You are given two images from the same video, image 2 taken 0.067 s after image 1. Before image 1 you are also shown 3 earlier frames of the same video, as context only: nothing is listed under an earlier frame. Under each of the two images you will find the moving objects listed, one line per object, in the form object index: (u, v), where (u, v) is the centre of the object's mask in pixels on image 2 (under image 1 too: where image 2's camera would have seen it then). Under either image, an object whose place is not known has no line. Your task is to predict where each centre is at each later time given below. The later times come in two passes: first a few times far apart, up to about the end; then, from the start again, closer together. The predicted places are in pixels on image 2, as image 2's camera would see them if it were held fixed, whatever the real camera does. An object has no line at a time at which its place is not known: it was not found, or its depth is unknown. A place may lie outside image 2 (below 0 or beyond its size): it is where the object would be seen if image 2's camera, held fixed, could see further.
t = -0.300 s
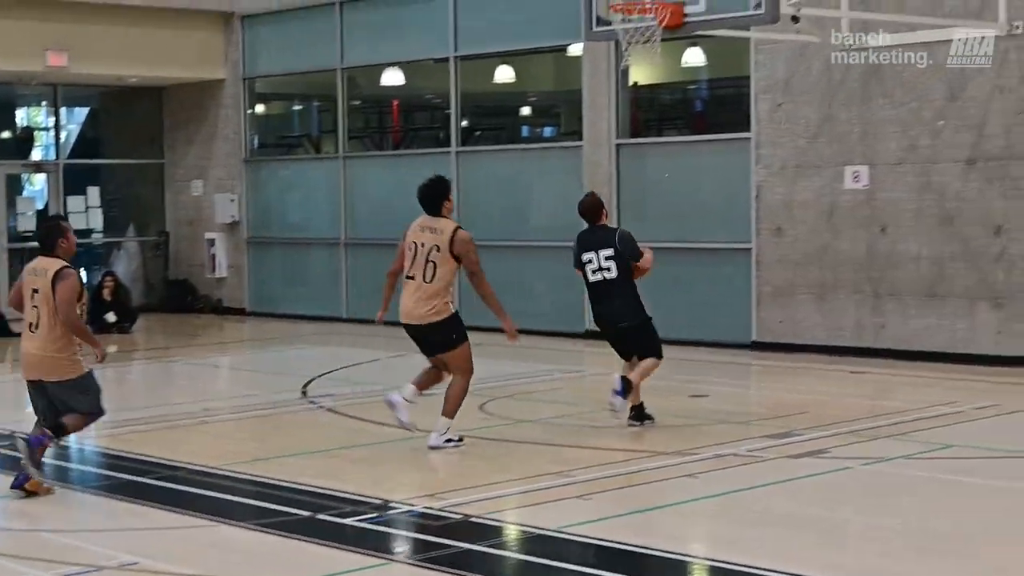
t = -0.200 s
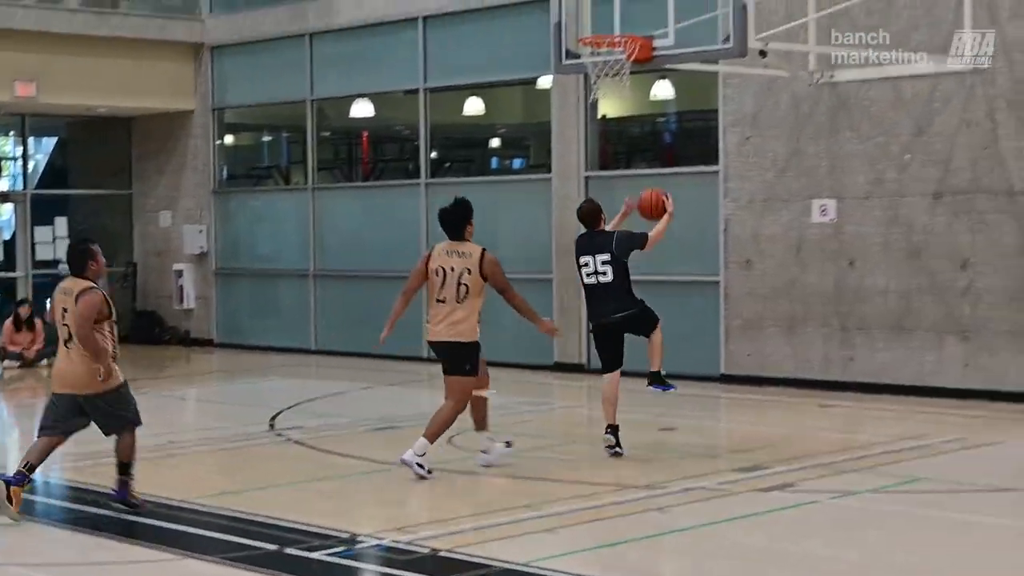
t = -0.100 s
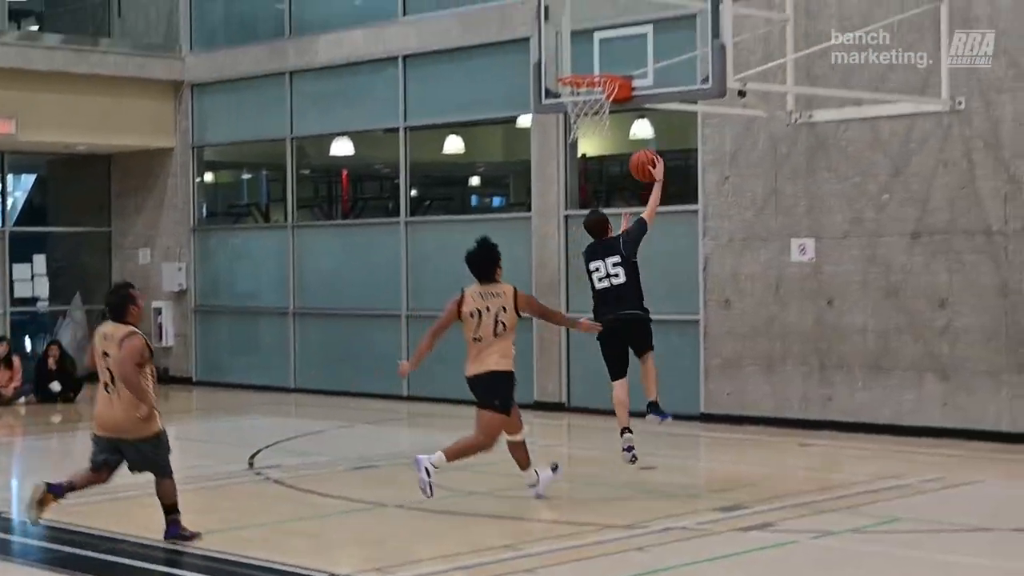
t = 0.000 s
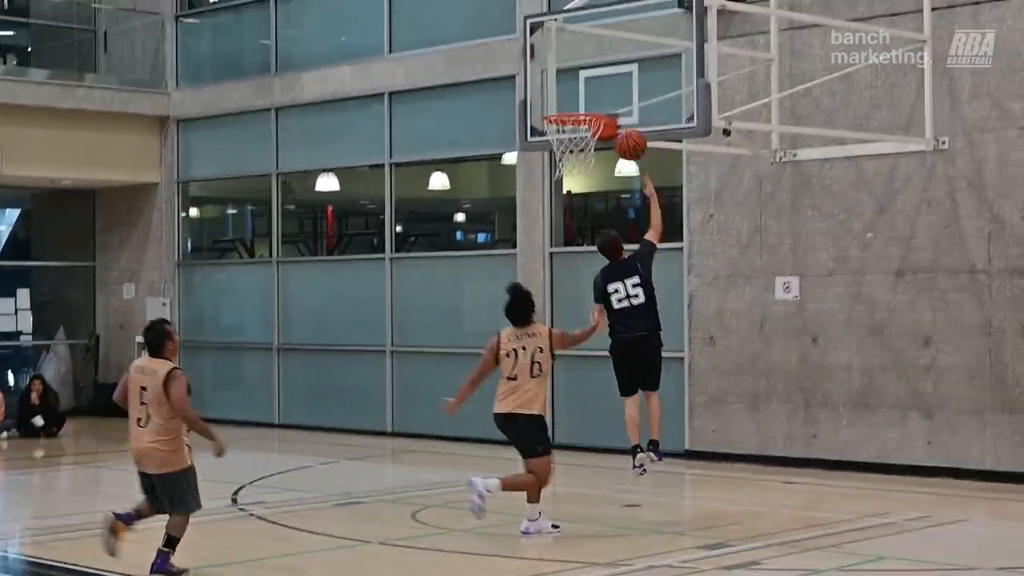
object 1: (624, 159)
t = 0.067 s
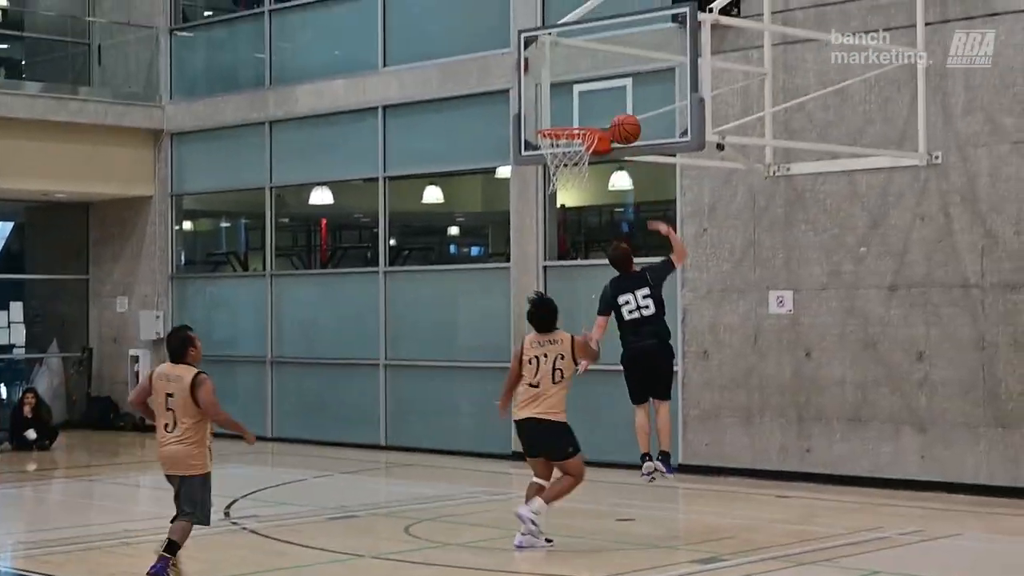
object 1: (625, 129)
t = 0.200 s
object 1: (624, 89)
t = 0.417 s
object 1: (584, 91)
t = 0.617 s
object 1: (565, 119)
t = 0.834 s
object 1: (579, 160)
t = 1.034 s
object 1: (585, 222)
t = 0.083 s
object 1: (625, 123)
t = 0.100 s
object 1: (625, 117)
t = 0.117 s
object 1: (625, 111)
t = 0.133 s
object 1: (625, 106)
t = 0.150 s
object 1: (626, 101)
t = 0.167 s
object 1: (626, 96)
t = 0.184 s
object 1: (626, 92)
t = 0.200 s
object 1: (624, 89)
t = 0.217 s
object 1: (621, 88)
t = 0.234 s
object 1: (618, 86)
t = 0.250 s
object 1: (615, 85)
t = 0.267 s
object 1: (612, 84)
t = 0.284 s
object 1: (609, 83)
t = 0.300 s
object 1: (605, 83)
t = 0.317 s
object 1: (602, 83)
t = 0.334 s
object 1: (599, 83)
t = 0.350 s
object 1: (596, 84)
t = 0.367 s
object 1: (593, 85)
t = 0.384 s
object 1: (590, 87)
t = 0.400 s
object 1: (587, 88)
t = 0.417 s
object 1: (584, 91)
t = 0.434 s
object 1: (581, 93)
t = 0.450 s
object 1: (577, 96)
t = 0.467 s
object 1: (575, 99)
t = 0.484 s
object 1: (572, 103)
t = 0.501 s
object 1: (569, 107)
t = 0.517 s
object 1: (566, 111)
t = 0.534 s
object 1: (562, 115)
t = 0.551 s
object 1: (561, 117)
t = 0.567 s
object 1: (562, 117)
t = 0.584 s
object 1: (563, 117)
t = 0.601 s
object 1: (564, 118)
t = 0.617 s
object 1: (565, 119)
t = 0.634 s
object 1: (566, 120)
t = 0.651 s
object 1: (567, 121)
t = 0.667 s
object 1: (568, 122)
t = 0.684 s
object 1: (568, 123)
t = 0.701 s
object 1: (570, 124)
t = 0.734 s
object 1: (570, 127)
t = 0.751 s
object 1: (574, 144)
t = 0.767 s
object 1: (574, 146)
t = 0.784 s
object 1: (574, 151)
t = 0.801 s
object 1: (572, 152)
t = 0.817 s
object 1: (577, 158)
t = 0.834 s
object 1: (579, 160)
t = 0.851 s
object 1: (580, 163)
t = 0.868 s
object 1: (581, 167)
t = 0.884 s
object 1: (581, 171)
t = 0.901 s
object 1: (582, 176)
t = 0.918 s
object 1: (582, 181)
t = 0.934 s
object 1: (583, 187)
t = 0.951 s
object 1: (583, 192)
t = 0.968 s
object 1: (583, 196)
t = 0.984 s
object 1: (584, 202)
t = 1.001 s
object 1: (584, 209)
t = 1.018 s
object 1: (584, 216)
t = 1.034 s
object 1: (585, 222)
